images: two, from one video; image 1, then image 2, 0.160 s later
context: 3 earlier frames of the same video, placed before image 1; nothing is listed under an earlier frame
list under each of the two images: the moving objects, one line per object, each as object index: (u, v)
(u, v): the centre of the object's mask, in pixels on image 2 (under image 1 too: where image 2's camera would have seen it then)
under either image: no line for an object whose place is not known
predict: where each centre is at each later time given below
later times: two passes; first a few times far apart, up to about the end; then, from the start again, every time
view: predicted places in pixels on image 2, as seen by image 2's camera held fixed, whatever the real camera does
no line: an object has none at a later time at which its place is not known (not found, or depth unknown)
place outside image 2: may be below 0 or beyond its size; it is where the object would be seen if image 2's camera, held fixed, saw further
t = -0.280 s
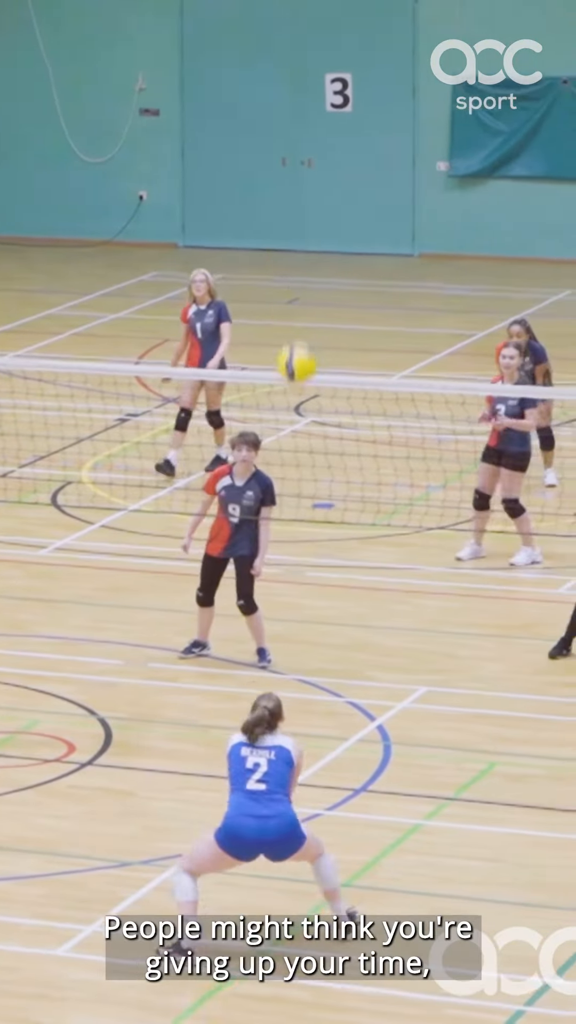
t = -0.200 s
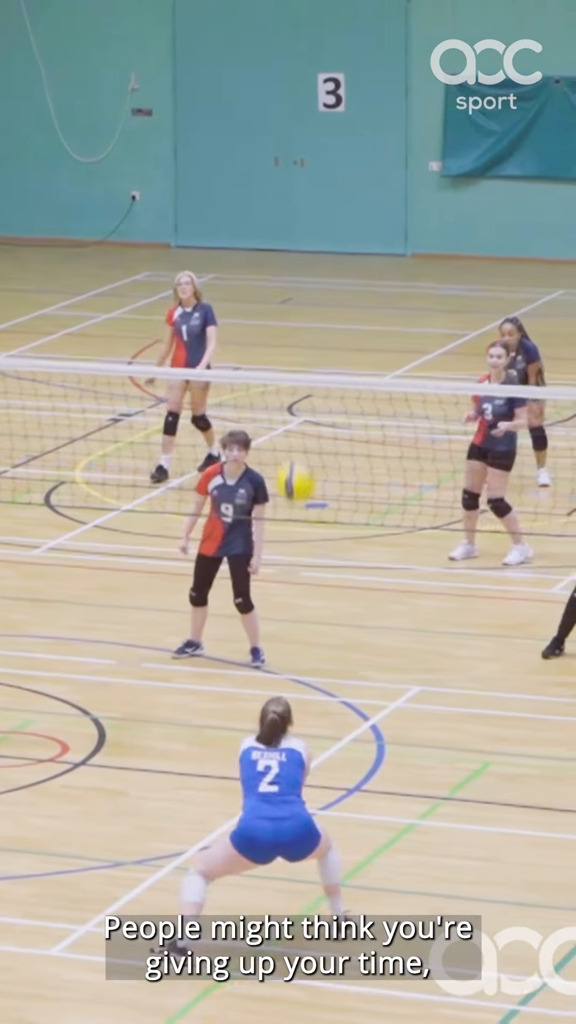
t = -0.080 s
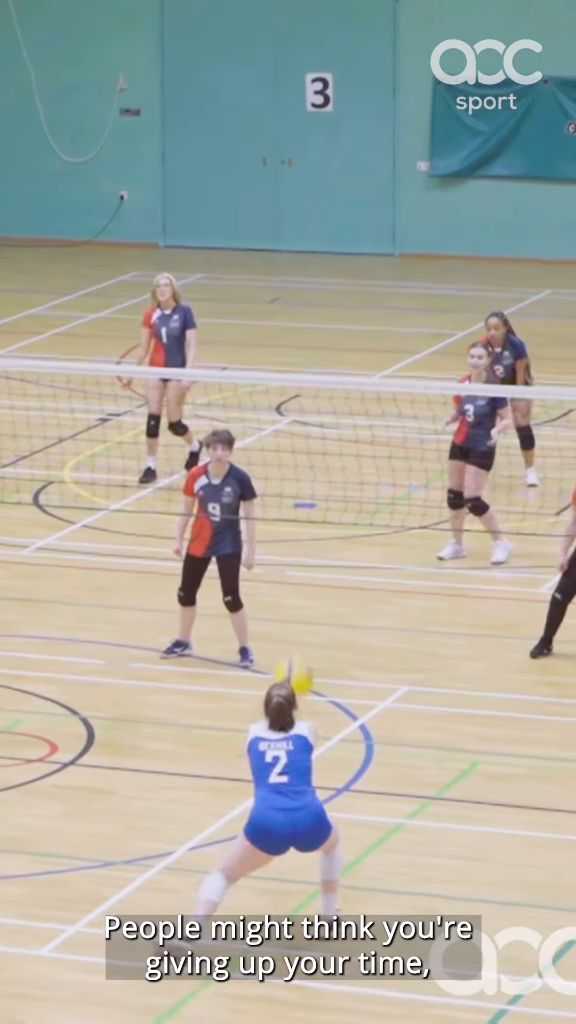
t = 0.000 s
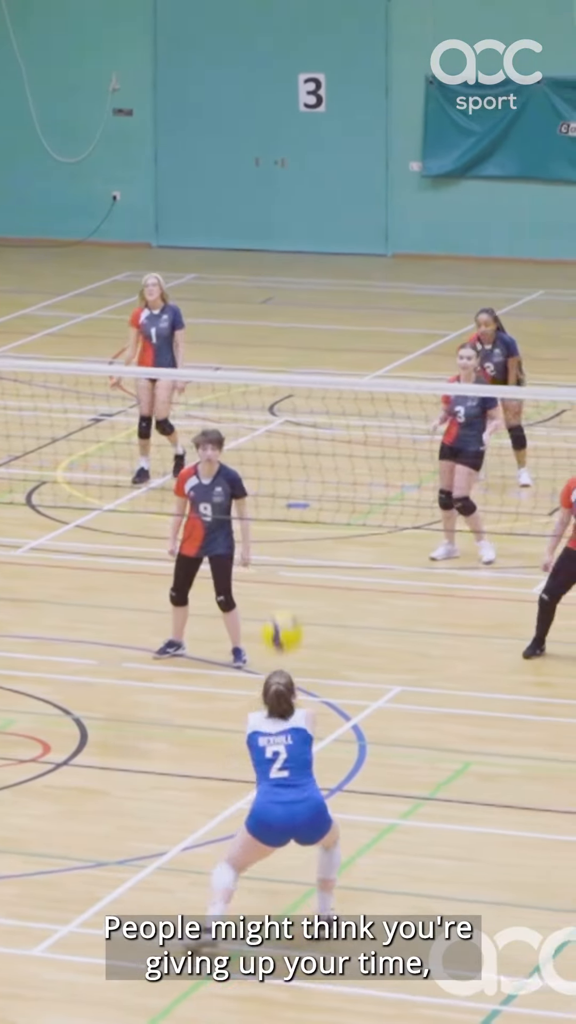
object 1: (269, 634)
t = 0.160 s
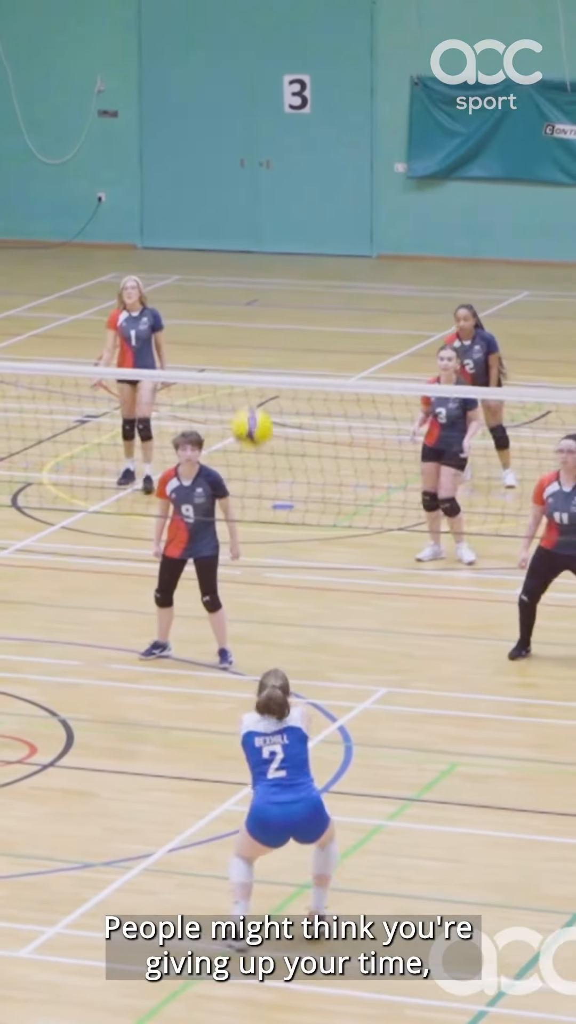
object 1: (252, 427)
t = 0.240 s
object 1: (244, 343)
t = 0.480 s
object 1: (223, 170)
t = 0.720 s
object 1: (204, 105)
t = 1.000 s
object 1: (184, 157)
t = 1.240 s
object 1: (168, 303)
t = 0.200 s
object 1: (248, 383)
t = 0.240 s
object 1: (244, 343)
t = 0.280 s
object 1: (240, 306)
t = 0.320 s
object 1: (237, 273)
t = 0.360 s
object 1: (233, 243)
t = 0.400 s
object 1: (229, 215)
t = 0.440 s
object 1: (226, 192)
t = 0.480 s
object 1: (223, 170)
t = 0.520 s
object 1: (219, 152)
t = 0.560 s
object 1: (216, 136)
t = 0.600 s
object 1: (213, 124)
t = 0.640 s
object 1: (210, 115)
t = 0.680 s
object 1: (207, 108)
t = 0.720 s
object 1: (204, 105)
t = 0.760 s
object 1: (201, 104)
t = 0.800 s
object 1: (198, 106)
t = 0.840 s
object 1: (195, 111)
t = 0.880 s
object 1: (193, 119)
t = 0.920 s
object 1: (189, 129)
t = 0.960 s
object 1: (187, 142)
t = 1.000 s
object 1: (184, 157)
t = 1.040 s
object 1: (181, 176)
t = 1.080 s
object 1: (178, 197)
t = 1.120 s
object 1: (175, 220)
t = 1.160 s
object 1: (172, 247)
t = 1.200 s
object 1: (170, 275)
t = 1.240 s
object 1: (168, 303)
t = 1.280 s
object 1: (166, 337)
